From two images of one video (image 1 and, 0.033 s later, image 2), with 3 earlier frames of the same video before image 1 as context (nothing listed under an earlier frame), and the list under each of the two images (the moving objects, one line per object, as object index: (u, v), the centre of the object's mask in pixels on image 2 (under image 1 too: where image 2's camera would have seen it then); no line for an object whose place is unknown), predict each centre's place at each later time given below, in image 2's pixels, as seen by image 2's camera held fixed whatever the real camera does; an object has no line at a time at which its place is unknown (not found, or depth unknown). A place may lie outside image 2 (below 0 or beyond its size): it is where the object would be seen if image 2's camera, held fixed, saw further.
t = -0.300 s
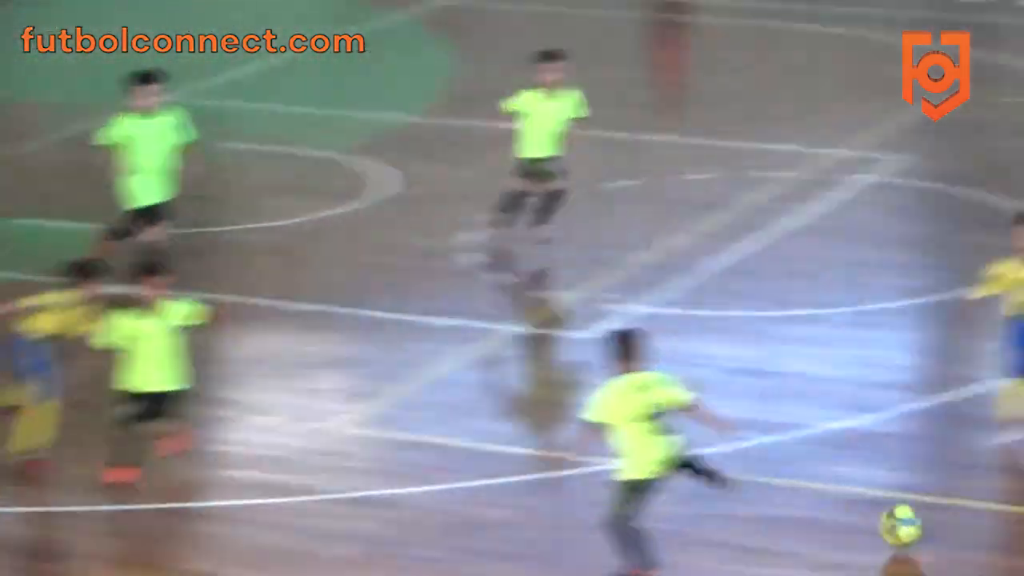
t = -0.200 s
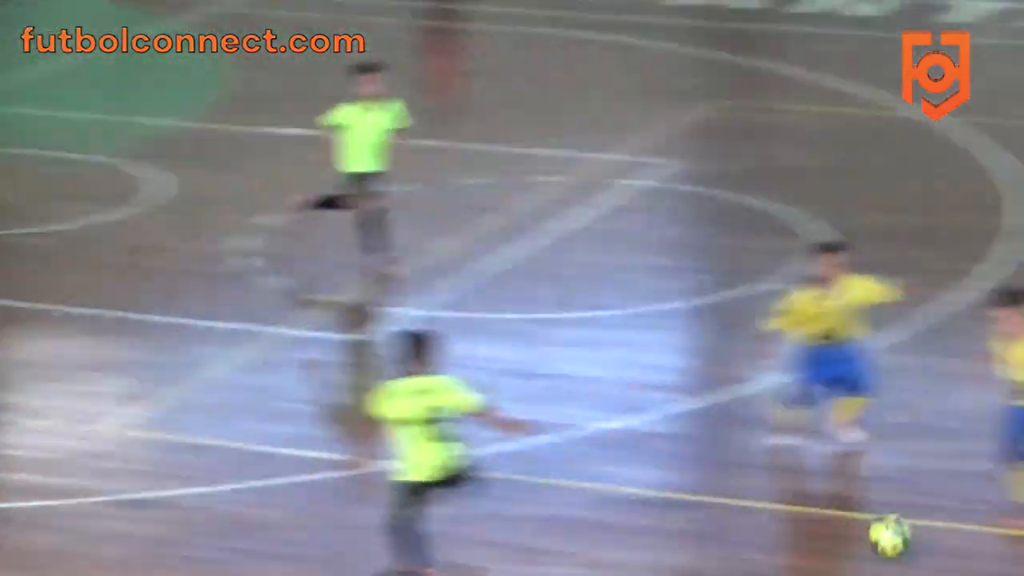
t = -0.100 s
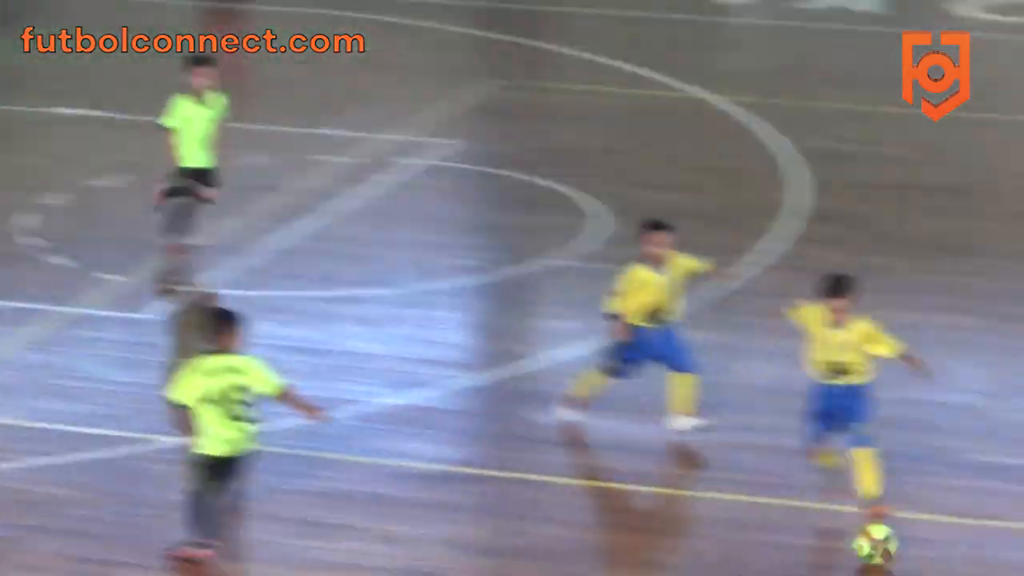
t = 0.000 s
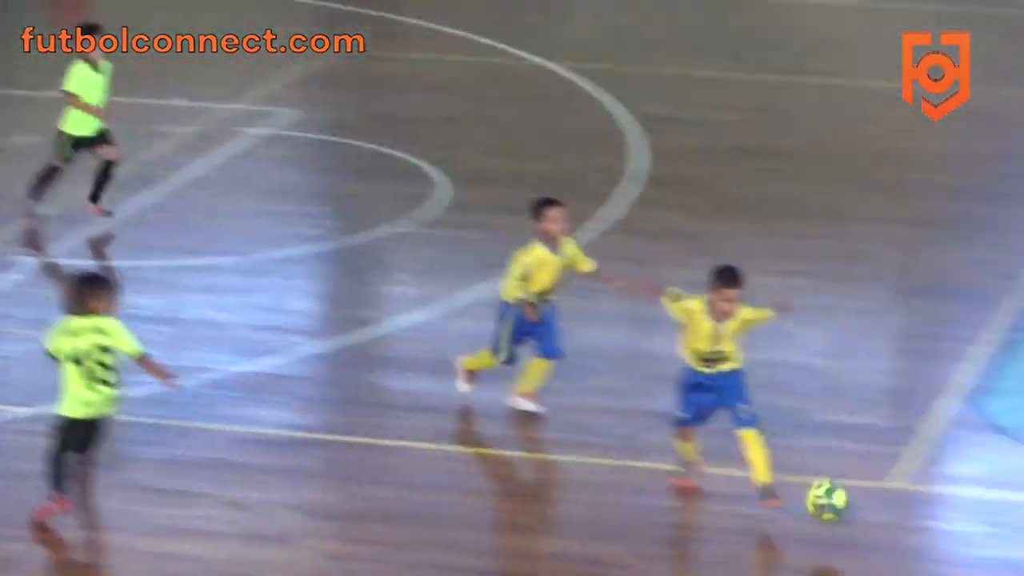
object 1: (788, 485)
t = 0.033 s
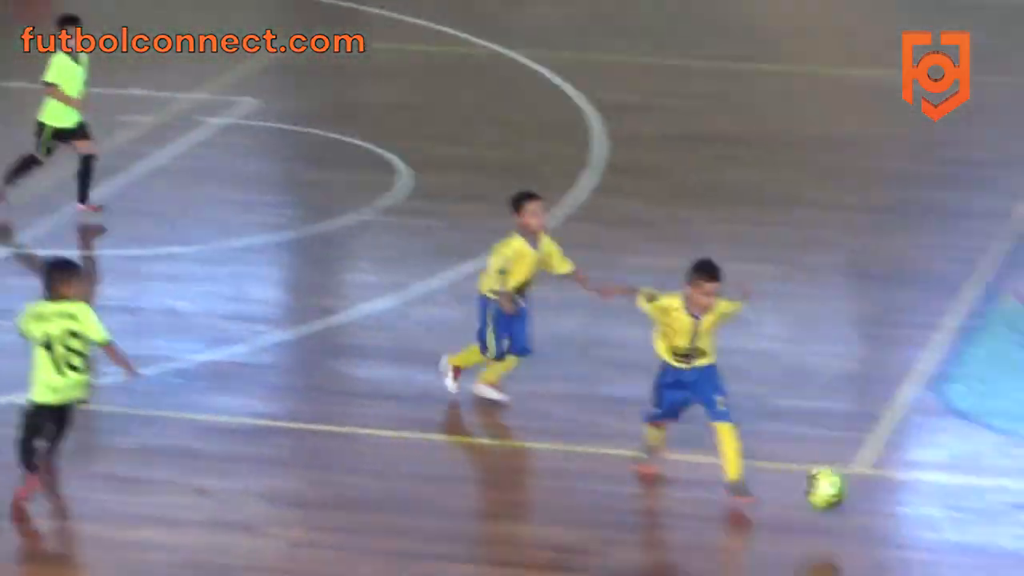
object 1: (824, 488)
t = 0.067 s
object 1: (861, 493)
